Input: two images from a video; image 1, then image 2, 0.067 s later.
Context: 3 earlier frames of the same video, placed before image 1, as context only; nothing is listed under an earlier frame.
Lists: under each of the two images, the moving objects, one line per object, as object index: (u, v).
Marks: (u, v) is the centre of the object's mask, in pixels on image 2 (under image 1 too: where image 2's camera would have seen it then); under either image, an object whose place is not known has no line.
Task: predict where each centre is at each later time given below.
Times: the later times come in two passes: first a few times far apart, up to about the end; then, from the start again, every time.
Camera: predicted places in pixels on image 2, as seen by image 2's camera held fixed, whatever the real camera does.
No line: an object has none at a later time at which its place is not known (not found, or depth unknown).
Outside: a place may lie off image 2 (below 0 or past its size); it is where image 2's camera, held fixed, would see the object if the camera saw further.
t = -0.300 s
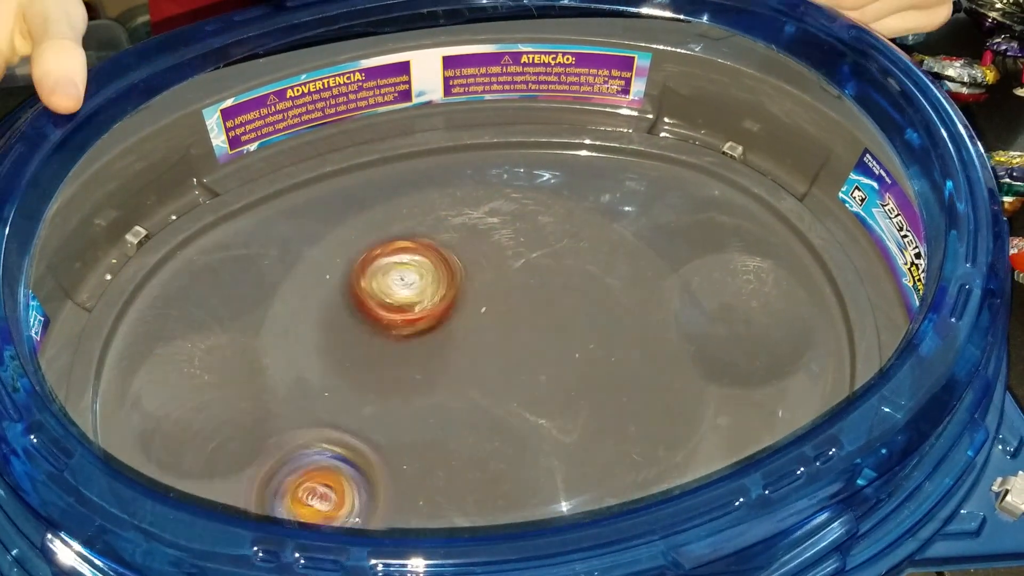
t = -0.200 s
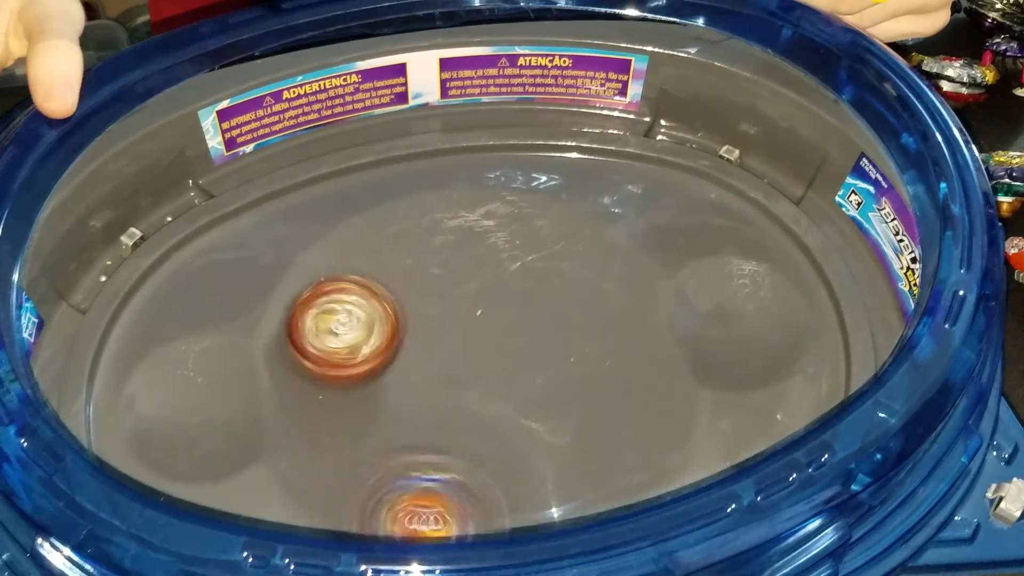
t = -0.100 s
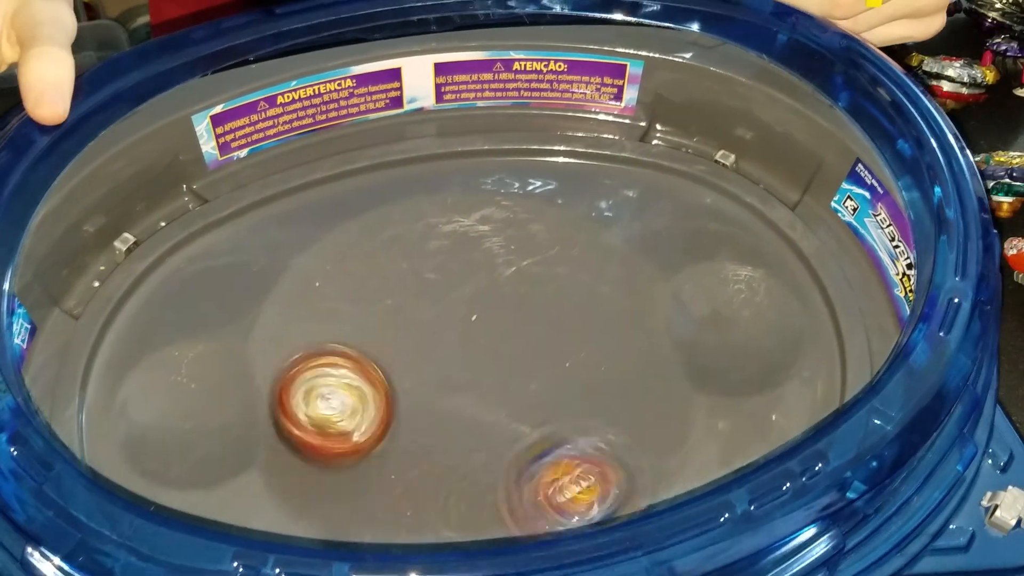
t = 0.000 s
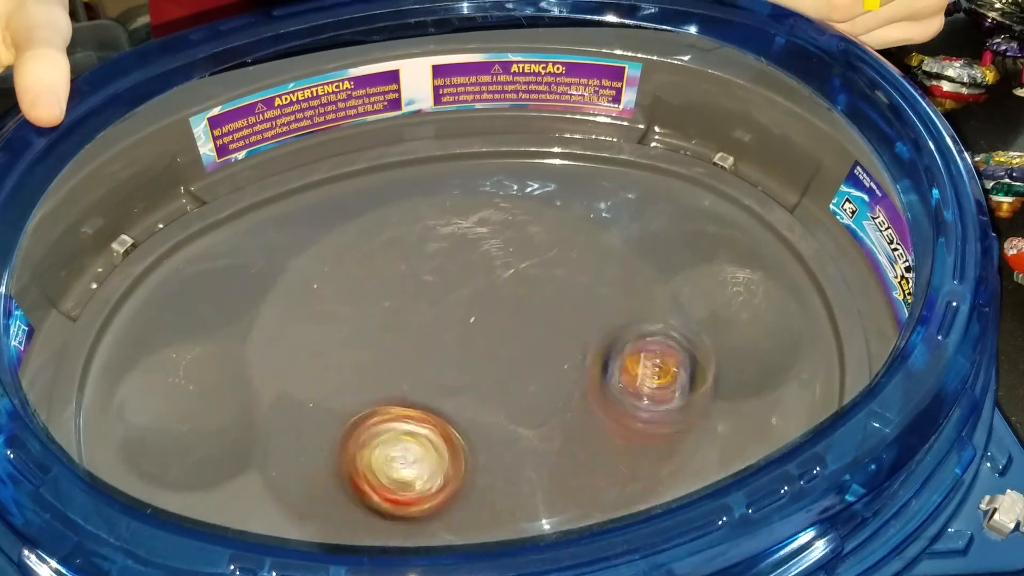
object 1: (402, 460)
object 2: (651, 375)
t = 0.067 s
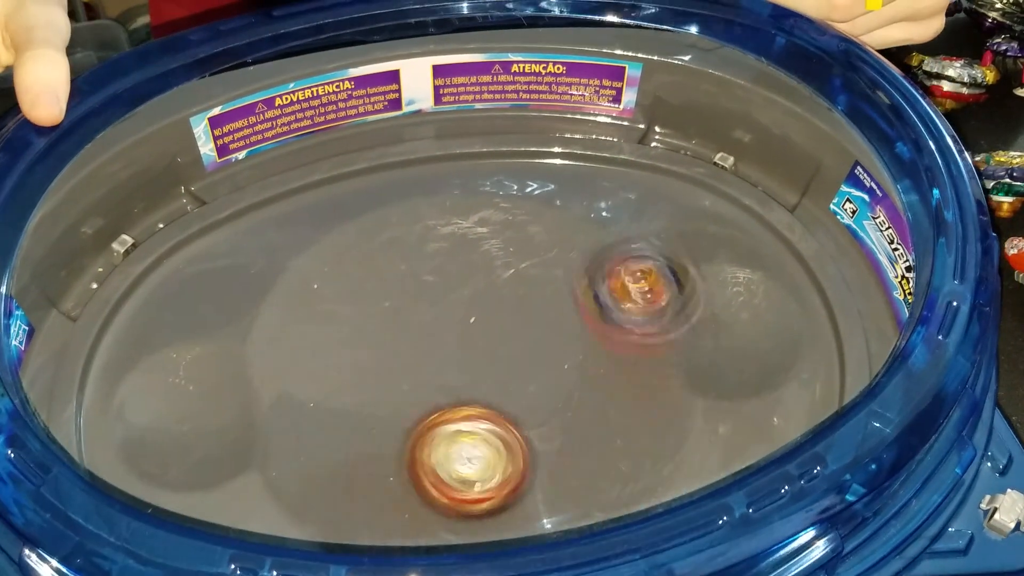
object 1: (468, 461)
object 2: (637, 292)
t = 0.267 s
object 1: (556, 334)
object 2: (402, 190)
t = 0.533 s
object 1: (407, 264)
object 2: (191, 449)
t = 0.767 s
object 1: (405, 437)
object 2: (251, 521)
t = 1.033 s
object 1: (596, 395)
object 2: (463, 525)
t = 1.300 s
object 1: (461, 289)
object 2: (616, 324)
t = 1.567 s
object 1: (367, 447)
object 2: (330, 239)
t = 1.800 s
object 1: (540, 451)
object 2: (195, 457)
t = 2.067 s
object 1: (475, 289)
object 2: (295, 514)
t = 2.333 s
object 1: (330, 358)
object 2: (495, 502)
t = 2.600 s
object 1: (510, 436)
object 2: (560, 260)
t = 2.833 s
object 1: (561, 306)
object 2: (314, 262)
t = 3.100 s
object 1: (395, 319)
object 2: (441, 496)
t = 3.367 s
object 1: (456, 472)
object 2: (638, 310)
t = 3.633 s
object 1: (568, 369)
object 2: (374, 249)
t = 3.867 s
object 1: (424, 303)
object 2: (353, 485)
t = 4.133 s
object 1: (354, 426)
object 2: (637, 425)
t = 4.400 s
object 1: (531, 412)
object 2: (465, 243)
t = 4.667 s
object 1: (497, 277)
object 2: (268, 406)
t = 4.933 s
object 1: (377, 361)
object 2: (540, 482)
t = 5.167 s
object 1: (487, 457)
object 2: (572, 268)
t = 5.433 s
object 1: (563, 350)
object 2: (321, 267)
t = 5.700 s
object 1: (402, 323)
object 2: (436, 493)
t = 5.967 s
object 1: (389, 446)
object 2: (635, 331)
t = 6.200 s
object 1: (528, 402)
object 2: (444, 243)
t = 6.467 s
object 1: (475, 282)
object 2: (330, 454)
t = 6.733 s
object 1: (381, 375)
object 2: (579, 455)
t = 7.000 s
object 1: (525, 438)
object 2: (486, 261)
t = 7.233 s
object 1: (544, 334)
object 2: (301, 336)
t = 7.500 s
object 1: (390, 342)
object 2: (482, 474)
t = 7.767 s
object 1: (422, 452)
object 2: (549, 284)
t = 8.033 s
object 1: (529, 360)
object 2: (355, 303)
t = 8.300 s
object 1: (429, 293)
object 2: (467, 473)
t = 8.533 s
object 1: (406, 404)
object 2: (592, 365)
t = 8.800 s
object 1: (545, 412)
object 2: (431, 291)
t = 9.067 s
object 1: (486, 318)
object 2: (359, 435)
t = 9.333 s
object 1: (375, 386)
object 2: (523, 427)
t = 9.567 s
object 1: (466, 443)
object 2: (495, 312)
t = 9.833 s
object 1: (514, 331)
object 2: (374, 340)
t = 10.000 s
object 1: (448, 295)
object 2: (402, 409)
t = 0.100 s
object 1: (498, 447)
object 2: (615, 251)
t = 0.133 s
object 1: (521, 429)
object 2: (585, 225)
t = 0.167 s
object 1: (539, 408)
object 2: (548, 205)
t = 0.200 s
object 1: (551, 384)
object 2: (494, 189)
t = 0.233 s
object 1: (556, 358)
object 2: (448, 182)
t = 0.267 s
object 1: (556, 334)
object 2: (402, 190)
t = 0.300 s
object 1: (549, 312)
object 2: (356, 207)
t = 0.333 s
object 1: (538, 293)
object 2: (318, 231)
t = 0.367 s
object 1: (523, 278)
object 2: (280, 260)
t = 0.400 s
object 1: (504, 265)
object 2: (258, 300)
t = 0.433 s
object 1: (482, 256)
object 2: (240, 335)
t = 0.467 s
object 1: (457, 252)
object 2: (226, 391)
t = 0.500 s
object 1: (431, 254)
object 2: (208, 427)
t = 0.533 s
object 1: (407, 264)
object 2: (191, 449)
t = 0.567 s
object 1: (386, 279)
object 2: (182, 458)
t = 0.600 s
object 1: (370, 301)
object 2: (179, 469)
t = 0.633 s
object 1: (359, 330)
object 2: (185, 478)
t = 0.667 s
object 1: (358, 361)
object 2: (196, 491)
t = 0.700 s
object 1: (366, 388)
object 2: (207, 501)
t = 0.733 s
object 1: (382, 414)
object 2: (224, 510)
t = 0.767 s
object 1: (405, 437)
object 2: (251, 521)
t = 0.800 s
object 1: (431, 452)
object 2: (285, 524)
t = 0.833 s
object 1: (459, 461)
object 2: (316, 528)
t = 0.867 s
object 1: (489, 463)
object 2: (352, 531)
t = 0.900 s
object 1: (517, 459)
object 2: (378, 533)
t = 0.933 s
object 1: (543, 449)
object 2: (401, 532)
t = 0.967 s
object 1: (566, 435)
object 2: (427, 531)
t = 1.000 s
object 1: (585, 417)
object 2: (446, 529)
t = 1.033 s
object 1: (596, 395)
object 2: (463, 525)
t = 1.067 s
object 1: (601, 372)
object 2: (489, 519)
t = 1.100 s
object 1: (598, 348)
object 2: (516, 512)
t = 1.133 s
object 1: (587, 327)
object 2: (543, 501)
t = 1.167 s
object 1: (569, 308)
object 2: (578, 480)
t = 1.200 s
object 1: (547, 295)
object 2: (606, 447)
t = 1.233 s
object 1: (519, 288)
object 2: (616, 403)
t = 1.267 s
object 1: (490, 285)
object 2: (622, 363)
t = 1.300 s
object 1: (461, 289)
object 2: (616, 324)
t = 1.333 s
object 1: (431, 300)
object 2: (597, 289)
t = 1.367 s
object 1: (405, 315)
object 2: (571, 265)
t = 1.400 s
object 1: (384, 334)
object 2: (535, 236)
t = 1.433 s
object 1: (368, 356)
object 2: (497, 222)
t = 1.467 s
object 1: (358, 378)
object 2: (457, 214)
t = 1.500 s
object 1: (354, 401)
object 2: (410, 211)
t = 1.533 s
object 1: (358, 424)
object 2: (369, 225)
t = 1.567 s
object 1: (367, 447)
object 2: (330, 239)
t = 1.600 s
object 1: (384, 464)
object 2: (297, 265)
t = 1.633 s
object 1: (406, 480)
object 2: (269, 299)
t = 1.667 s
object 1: (433, 489)
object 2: (249, 342)
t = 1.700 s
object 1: (462, 490)
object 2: (245, 382)
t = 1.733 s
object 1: (492, 484)
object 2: (223, 419)
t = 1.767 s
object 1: (519, 471)
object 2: (209, 446)
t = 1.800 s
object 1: (540, 451)
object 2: (195, 457)
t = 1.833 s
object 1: (552, 429)
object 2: (188, 467)
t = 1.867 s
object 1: (558, 403)
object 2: (189, 474)
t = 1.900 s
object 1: (556, 378)
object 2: (199, 481)
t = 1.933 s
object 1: (549, 355)
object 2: (215, 490)
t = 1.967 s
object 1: (536, 334)
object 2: (230, 496)
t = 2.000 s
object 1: (519, 315)
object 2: (251, 504)
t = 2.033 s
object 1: (499, 299)
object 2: (271, 509)
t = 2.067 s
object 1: (475, 289)
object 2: (295, 514)
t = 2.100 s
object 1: (452, 282)
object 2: (312, 515)
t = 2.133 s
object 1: (429, 279)
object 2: (332, 517)
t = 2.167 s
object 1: (405, 281)
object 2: (353, 517)
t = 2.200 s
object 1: (383, 288)
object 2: (373, 517)
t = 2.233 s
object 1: (363, 299)
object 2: (396, 518)
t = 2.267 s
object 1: (346, 314)
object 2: (424, 516)
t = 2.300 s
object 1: (335, 334)
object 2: (464, 509)
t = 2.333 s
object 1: (330, 358)
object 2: (495, 502)
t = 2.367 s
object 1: (334, 382)
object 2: (541, 488)
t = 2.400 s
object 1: (347, 405)
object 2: (574, 459)
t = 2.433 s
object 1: (369, 426)
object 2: (596, 427)
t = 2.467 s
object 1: (396, 441)
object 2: (603, 388)
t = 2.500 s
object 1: (426, 448)
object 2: (607, 350)
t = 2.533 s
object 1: (457, 450)
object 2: (599, 315)
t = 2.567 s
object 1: (484, 445)
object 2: (583, 285)
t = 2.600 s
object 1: (510, 436)
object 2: (560, 260)
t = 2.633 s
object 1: (532, 422)
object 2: (531, 240)
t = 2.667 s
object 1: (550, 405)
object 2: (493, 225)
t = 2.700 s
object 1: (563, 386)
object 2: (456, 215)
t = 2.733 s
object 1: (571, 365)
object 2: (419, 215)
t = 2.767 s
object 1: (573, 344)
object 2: (380, 224)
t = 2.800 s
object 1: (570, 324)
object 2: (343, 241)
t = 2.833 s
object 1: (561, 306)
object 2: (314, 262)
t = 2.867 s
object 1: (548, 291)
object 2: (291, 294)
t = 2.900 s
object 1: (529, 278)
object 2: (278, 337)
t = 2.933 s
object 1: (507, 271)
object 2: (277, 374)
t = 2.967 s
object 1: (483, 268)
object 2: (295, 414)
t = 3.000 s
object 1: (458, 272)
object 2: (319, 449)
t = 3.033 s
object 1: (433, 283)
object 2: (352, 475)
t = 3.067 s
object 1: (412, 298)
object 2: (399, 491)
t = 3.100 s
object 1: (395, 319)
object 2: (441, 496)
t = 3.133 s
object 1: (383, 342)
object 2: (490, 495)
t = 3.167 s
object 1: (378, 366)
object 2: (532, 487)
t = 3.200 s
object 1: (378, 391)
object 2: (573, 471)
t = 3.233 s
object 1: (384, 415)
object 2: (605, 447)
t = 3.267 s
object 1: (397, 435)
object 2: (633, 413)
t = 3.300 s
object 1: (415, 451)
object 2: (646, 379)
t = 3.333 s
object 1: (434, 463)
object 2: (647, 344)
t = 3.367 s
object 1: (456, 472)
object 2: (638, 310)
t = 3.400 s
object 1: (481, 475)
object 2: (625, 278)
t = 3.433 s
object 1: (507, 473)
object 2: (600, 252)
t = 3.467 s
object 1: (531, 465)
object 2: (566, 233)
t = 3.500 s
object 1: (552, 451)
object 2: (524, 221)
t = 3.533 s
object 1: (567, 432)
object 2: (489, 217)
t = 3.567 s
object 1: (573, 411)
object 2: (451, 222)
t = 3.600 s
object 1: (575, 390)
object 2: (414, 231)
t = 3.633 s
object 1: (568, 369)
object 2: (374, 249)
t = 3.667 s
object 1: (557, 349)
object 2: (344, 273)
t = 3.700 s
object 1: (540, 331)
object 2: (322, 302)
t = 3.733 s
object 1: (521, 319)
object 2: (304, 339)
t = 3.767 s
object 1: (498, 308)
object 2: (298, 376)
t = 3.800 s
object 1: (475, 304)
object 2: (303, 417)
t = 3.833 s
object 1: (450, 300)
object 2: (323, 451)
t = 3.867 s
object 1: (424, 303)
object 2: (353, 485)
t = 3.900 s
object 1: (401, 309)
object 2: (381, 503)
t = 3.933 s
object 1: (381, 319)
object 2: (420, 511)
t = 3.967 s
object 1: (364, 330)
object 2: (469, 510)
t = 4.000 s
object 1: (350, 346)
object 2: (512, 511)
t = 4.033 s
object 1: (341, 364)
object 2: (553, 497)
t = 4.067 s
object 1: (338, 384)
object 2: (588, 483)
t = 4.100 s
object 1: (342, 406)
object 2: (621, 462)
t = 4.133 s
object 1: (354, 426)
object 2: (637, 425)
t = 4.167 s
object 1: (373, 441)
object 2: (637, 386)
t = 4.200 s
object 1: (396, 453)
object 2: (635, 352)
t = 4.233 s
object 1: (422, 460)
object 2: (623, 322)
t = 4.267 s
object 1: (448, 460)
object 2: (599, 295)
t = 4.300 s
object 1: (474, 453)
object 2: (570, 273)
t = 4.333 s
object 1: (496, 443)
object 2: (541, 257)
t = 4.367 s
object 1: (516, 430)
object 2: (503, 246)
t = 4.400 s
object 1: (531, 412)
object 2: (465, 243)
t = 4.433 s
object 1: (542, 392)
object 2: (430, 242)
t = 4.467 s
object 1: (547, 373)
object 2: (392, 250)
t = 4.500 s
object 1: (549, 353)
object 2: (352, 264)
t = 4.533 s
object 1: (546, 333)
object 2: (324, 282)
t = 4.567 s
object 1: (540, 317)
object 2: (296, 308)
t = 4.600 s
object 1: (530, 302)
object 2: (276, 338)
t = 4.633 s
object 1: (515, 288)
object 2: (265, 372)
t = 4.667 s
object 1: (497, 277)
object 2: (268, 406)
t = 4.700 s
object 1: (477, 271)
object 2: (283, 442)
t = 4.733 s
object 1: (456, 270)
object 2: (307, 469)
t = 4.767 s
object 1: (436, 274)
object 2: (343, 492)
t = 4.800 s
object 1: (417, 284)
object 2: (376, 503)
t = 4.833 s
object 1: (400, 300)
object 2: (421, 508)
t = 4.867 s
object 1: (388, 317)
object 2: (464, 506)
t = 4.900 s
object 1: (379, 338)
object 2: (505, 496)
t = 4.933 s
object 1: (377, 361)
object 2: (540, 482)
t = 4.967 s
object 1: (381, 383)
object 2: (578, 460)
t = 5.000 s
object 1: (391, 403)
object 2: (594, 426)
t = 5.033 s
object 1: (403, 420)
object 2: (604, 391)
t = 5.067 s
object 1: (422, 437)
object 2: (608, 357)
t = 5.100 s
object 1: (443, 448)
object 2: (600, 323)
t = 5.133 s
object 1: (464, 454)
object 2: (586, 293)
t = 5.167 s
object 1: (487, 457)
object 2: (572, 268)
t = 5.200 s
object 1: (511, 455)
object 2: (547, 248)
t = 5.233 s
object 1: (531, 448)
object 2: (517, 233)
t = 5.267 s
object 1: (550, 437)
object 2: (481, 218)
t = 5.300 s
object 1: (564, 421)
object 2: (447, 217)
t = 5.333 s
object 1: (572, 403)
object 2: (413, 218)
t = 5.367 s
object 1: (574, 385)
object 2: (378, 228)
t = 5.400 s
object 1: (572, 367)
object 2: (346, 245)
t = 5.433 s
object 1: (563, 350)
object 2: (321, 267)
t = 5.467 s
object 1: (550, 335)
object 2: (301, 303)
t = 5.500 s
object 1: (531, 321)
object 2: (289, 339)
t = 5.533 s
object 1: (509, 314)
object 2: (291, 375)
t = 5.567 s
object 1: (489, 309)
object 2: (310, 412)
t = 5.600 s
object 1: (466, 308)
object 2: (331, 441)
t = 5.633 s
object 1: (443, 309)
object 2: (361, 468)
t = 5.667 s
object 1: (423, 315)
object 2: (395, 486)
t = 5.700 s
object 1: (402, 323)
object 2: (436, 493)
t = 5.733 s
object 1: (385, 336)
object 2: (478, 494)
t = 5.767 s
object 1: (373, 348)
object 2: (517, 487)
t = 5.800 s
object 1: (361, 365)
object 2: (554, 474)
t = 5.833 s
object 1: (356, 382)
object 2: (586, 454)
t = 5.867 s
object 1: (355, 399)
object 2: (612, 426)
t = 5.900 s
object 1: (360, 419)
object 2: (627, 395)
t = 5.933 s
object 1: (373, 435)
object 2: (637, 361)
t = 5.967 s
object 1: (389, 446)
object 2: (635, 331)
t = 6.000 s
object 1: (411, 455)
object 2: (624, 300)
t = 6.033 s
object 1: (436, 457)
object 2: (603, 276)
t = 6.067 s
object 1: (460, 454)
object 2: (579, 259)
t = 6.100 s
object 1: (483, 448)
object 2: (548, 243)
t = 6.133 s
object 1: (502, 436)
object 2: (510, 237)
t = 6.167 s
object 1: (519, 421)
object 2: (481, 236)
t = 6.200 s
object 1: (528, 402)
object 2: (444, 243)
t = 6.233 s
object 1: (535, 384)
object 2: (409, 254)
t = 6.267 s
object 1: (538, 364)
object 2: (373, 272)
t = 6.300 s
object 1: (536, 347)
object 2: (346, 296)
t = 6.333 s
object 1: (530, 328)
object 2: (325, 325)
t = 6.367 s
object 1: (520, 312)
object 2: (315, 355)
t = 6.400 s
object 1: (507, 300)
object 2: (310, 387)
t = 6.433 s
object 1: (493, 290)
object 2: (316, 421)
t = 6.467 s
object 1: (475, 282)
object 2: (330, 454)
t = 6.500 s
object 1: (456, 279)
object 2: (356, 481)
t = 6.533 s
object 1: (436, 281)
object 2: (381, 496)
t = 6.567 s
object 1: (418, 287)
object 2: (416, 505)
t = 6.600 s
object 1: (402, 300)
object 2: (455, 508)
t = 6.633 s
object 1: (390, 315)
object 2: (494, 501)
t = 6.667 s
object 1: (381, 335)
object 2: (526, 494)
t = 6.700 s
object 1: (379, 355)
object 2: (557, 478)
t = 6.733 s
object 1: (381, 375)
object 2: (579, 455)
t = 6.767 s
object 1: (391, 396)
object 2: (595, 424)
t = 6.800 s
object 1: (403, 413)
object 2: (601, 394)
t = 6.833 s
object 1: (420, 427)
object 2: (598, 364)
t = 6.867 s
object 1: (441, 438)
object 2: (587, 336)
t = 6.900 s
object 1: (461, 444)
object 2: (567, 310)
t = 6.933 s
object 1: (484, 446)
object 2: (544, 290)
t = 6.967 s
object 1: (504, 444)
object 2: (517, 273)
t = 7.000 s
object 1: (525, 438)
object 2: (486, 261)
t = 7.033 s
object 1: (542, 429)
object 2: (454, 256)
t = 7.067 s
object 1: (556, 415)
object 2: (421, 256)
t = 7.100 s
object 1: (564, 398)
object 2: (391, 261)
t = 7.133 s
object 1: (568, 382)
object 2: (360, 273)
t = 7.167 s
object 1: (566, 365)
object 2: (335, 289)
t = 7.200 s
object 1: (558, 349)
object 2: (316, 310)
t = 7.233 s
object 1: (544, 334)
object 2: (301, 336)
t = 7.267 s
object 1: (526, 323)
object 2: (295, 368)
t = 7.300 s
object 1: (508, 316)
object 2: (300, 398)
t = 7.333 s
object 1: (488, 312)
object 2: (316, 425)
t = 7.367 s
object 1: (464, 311)
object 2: (339, 451)
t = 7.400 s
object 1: (444, 314)
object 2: (369, 467)
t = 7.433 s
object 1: (424, 322)
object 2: (404, 477)
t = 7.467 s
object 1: (407, 330)
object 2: (444, 480)
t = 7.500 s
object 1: (390, 342)
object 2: (482, 474)
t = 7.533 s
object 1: (379, 356)
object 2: (514, 460)
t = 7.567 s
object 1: (371, 373)
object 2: (539, 440)
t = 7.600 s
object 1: (367, 387)
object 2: (559, 414)
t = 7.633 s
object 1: (367, 406)
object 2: (571, 385)
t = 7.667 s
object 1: (374, 421)
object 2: (575, 356)
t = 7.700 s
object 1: (386, 435)
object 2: (573, 329)
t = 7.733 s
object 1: (403, 445)
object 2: (563, 305)
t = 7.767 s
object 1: (422, 452)
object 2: (549, 284)
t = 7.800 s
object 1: (444, 454)
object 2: (528, 267)
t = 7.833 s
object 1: (466, 450)
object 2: (505, 254)
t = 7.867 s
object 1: (485, 441)
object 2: (477, 247)
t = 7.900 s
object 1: (502, 429)
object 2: (447, 247)
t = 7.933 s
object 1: (516, 413)
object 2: (420, 252)
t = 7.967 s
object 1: (526, 396)
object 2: (394, 265)
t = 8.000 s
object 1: (528, 378)
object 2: (373, 281)
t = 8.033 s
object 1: (529, 360)
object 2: (355, 303)
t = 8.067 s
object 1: (526, 344)
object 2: (343, 329)
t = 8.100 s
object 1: (519, 327)
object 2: (338, 357)
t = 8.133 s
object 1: (507, 314)
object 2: (344, 390)
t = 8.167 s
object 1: (496, 303)
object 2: (355, 415)
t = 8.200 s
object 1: (480, 294)
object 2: (375, 437)
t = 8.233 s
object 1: (463, 290)
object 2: (402, 455)
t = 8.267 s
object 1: (446, 289)
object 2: (431, 467)
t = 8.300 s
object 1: (429, 293)
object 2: (467, 473)
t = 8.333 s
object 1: (412, 301)
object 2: (497, 473)
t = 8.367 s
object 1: (399, 314)
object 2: (529, 463)
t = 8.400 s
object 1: (391, 330)
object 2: (556, 449)
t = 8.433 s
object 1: (386, 348)
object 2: (570, 429)
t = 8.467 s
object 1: (387, 368)
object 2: (584, 409)
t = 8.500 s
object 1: (394, 386)
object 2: (591, 386)
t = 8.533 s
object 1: (406, 404)
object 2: (592, 365)
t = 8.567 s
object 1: (420, 417)
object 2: (584, 345)
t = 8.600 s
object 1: (438, 429)
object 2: (572, 326)
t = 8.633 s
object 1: (456, 435)
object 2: (552, 308)
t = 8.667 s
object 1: (478, 438)
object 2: (532, 297)
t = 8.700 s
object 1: (496, 437)
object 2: (507, 290)
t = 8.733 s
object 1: (515, 434)
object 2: (481, 286)
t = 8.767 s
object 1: (533, 425)
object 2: (454, 287)
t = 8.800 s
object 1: (545, 412)
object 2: (431, 291)
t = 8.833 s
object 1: (556, 399)
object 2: (406, 300)
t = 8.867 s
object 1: (559, 383)
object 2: (386, 313)
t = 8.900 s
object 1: (557, 367)
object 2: (367, 331)
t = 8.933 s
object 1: (550, 352)
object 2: (353, 351)
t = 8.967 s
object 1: (538, 339)
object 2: (343, 368)
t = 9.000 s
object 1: (523, 328)
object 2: (341, 389)
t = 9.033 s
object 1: (504, 322)
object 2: (346, 414)
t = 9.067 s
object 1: (486, 318)
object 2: (359, 435)
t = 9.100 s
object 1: (466, 317)
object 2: (377, 451)
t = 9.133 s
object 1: (446, 320)
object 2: (398, 464)
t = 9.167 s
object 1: (429, 326)
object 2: (425, 472)
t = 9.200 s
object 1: (413, 333)
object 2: (450, 473)
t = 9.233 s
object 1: (399, 345)
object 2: (475, 469)
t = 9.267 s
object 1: (388, 358)
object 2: (497, 459)
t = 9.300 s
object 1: (379, 370)
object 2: (511, 445)
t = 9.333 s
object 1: (375, 386)
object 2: (523, 427)
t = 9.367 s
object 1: (376, 400)
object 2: (531, 409)
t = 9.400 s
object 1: (381, 415)
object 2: (535, 392)
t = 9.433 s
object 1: (391, 429)
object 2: (535, 373)
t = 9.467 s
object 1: (406, 439)
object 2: (531, 356)
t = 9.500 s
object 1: (426, 445)
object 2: (522, 340)
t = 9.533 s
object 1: (445, 445)
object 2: (510, 324)
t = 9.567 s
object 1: (466, 443)
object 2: (495, 312)
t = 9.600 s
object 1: (485, 434)
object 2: (478, 303)
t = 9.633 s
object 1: (499, 422)
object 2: (465, 299)
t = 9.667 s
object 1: (511, 409)
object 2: (446, 297)
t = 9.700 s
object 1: (520, 393)
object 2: (429, 299)
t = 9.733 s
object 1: (522, 377)
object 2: (410, 304)
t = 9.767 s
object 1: (524, 361)
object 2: (397, 314)
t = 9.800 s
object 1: (521, 345)
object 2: (382, 324)
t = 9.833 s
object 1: (514, 331)
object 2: (374, 340)
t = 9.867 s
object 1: (507, 319)
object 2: (378, 357)
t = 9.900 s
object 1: (494, 307)
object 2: (379, 370)
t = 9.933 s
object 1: (479, 301)
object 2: (380, 385)
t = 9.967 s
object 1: (465, 295)
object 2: (389, 398)
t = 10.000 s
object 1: (448, 295)
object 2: (402, 409)
